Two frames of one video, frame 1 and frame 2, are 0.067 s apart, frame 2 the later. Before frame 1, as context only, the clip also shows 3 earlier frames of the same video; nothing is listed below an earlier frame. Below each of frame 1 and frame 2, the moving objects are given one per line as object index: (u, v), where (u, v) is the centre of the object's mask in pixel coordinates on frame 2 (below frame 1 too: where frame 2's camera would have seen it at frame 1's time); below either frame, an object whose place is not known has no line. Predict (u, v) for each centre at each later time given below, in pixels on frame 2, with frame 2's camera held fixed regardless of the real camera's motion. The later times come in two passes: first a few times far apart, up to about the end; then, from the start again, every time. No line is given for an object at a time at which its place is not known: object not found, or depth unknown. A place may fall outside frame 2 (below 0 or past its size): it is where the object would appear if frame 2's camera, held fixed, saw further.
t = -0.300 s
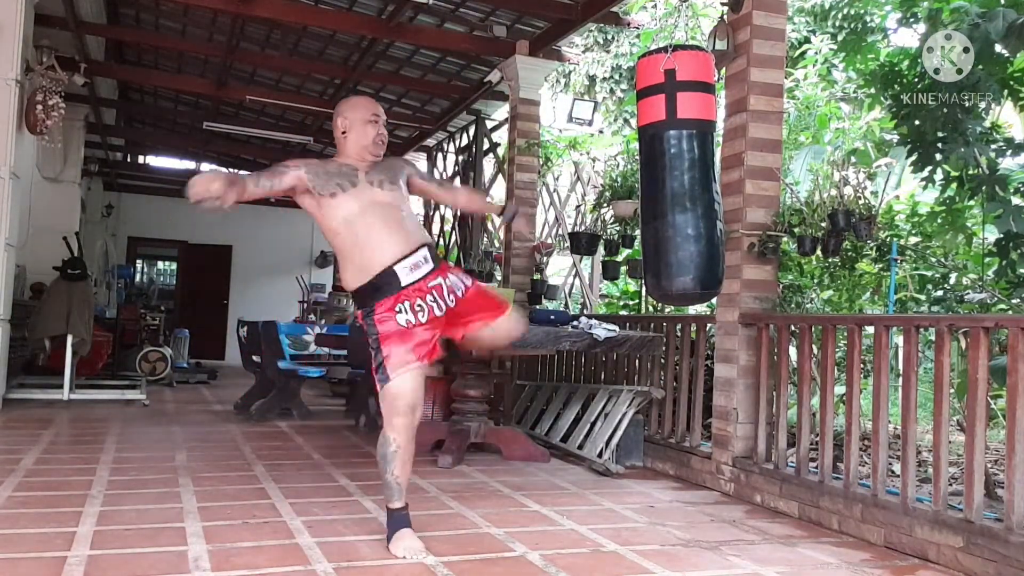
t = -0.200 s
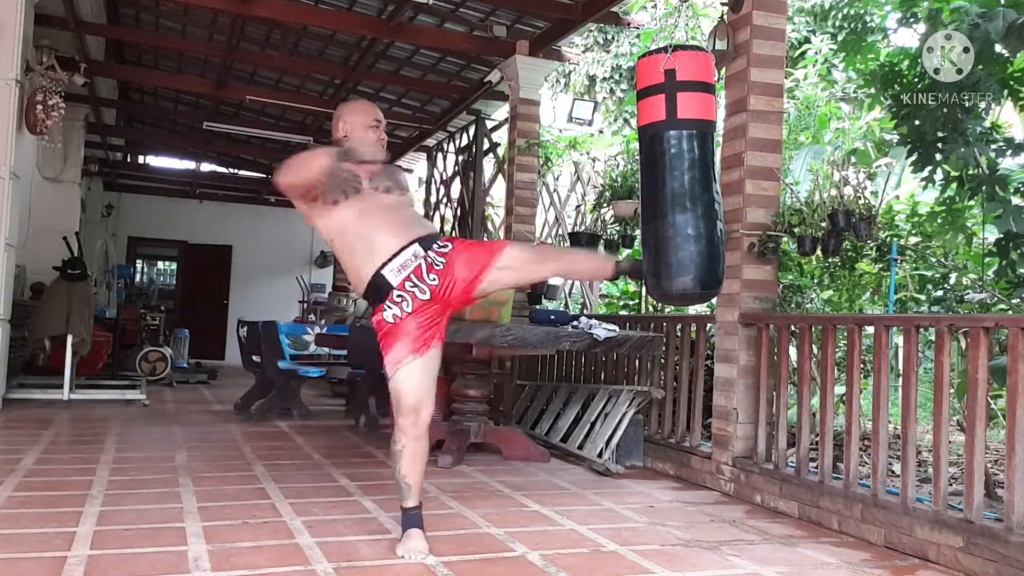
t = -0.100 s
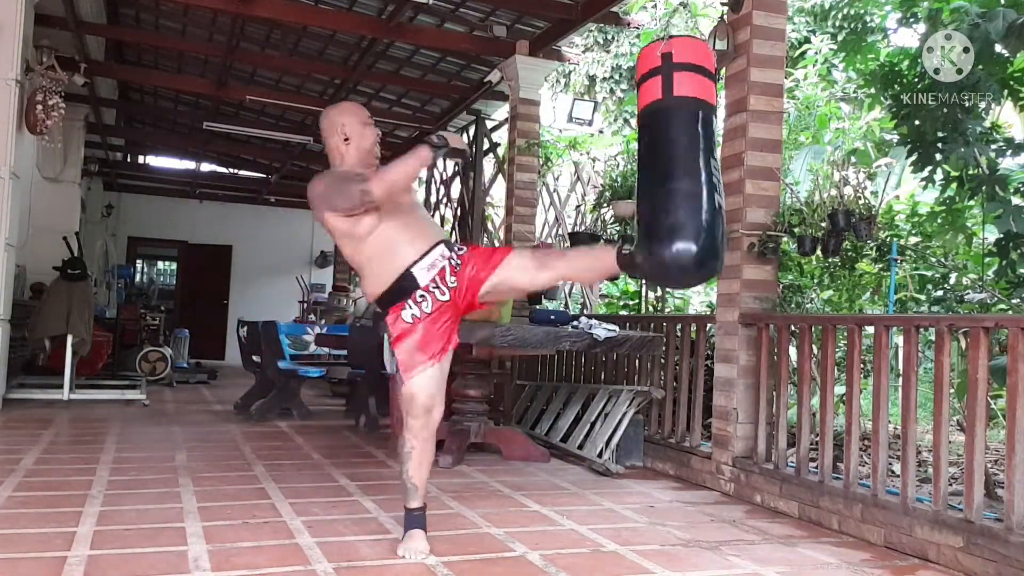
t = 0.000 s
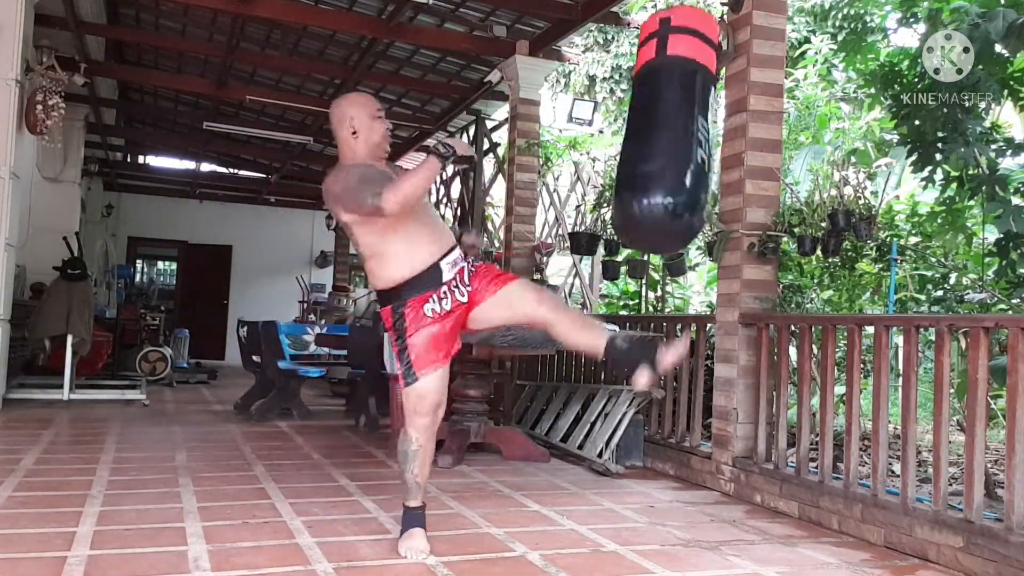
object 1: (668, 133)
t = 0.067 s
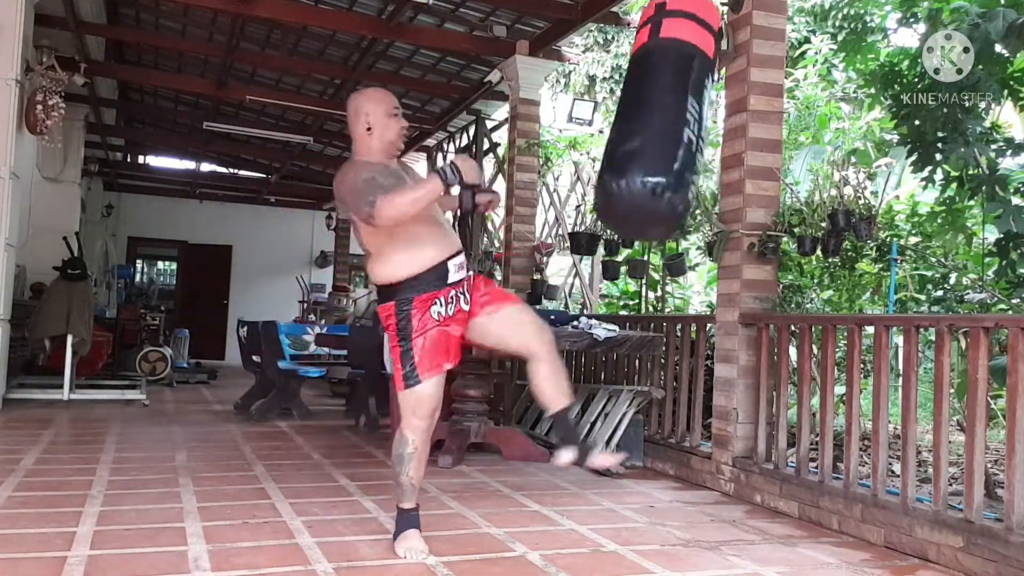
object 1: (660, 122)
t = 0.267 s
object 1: (637, 109)
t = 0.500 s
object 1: (620, 91)
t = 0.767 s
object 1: (622, 97)
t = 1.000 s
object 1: (649, 142)
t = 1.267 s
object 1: (683, 180)
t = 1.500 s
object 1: (705, 173)
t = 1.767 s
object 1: (722, 149)
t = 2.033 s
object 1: (724, 161)
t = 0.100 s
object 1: (655, 120)
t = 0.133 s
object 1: (651, 119)
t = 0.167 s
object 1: (646, 118)
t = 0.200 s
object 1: (642, 118)
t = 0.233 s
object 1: (639, 114)
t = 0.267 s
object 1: (637, 109)
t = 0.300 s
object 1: (635, 102)
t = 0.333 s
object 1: (634, 98)
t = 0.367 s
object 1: (633, 95)
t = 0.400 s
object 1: (630, 92)
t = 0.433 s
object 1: (628, 91)
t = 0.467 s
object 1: (625, 91)
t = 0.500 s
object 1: (620, 91)
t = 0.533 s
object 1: (616, 91)
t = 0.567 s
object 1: (612, 88)
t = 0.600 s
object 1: (610, 85)
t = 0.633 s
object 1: (609, 83)
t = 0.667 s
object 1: (611, 83)
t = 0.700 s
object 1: (614, 85)
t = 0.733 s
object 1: (618, 90)
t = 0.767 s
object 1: (622, 97)
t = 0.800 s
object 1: (626, 105)
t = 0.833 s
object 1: (631, 115)
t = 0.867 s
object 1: (635, 126)
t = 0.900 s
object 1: (638, 133)
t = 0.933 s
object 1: (642, 139)
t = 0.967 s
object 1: (645, 140)
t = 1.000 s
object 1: (649, 142)
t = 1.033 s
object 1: (653, 147)
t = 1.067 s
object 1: (657, 152)
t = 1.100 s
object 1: (661, 159)
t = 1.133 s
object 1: (666, 166)
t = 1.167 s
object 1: (671, 172)
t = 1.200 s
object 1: (675, 178)
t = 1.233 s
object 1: (680, 180)
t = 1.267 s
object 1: (683, 180)
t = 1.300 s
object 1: (687, 179)
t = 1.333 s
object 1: (690, 178)
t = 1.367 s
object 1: (693, 176)
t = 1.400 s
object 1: (696, 175)
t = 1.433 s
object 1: (699, 175)
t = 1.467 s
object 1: (702, 174)
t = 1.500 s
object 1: (705, 173)
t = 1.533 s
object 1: (707, 169)
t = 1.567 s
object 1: (710, 165)
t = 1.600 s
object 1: (713, 158)
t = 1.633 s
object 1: (715, 156)
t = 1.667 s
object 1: (718, 150)
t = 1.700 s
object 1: (719, 152)
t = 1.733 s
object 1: (721, 151)
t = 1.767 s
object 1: (722, 149)
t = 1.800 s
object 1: (723, 150)
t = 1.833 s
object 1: (724, 152)
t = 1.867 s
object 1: (724, 155)
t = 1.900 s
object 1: (724, 156)
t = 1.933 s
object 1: (724, 159)
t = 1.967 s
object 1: (724, 158)
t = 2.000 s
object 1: (724, 159)
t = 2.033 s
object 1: (724, 161)
